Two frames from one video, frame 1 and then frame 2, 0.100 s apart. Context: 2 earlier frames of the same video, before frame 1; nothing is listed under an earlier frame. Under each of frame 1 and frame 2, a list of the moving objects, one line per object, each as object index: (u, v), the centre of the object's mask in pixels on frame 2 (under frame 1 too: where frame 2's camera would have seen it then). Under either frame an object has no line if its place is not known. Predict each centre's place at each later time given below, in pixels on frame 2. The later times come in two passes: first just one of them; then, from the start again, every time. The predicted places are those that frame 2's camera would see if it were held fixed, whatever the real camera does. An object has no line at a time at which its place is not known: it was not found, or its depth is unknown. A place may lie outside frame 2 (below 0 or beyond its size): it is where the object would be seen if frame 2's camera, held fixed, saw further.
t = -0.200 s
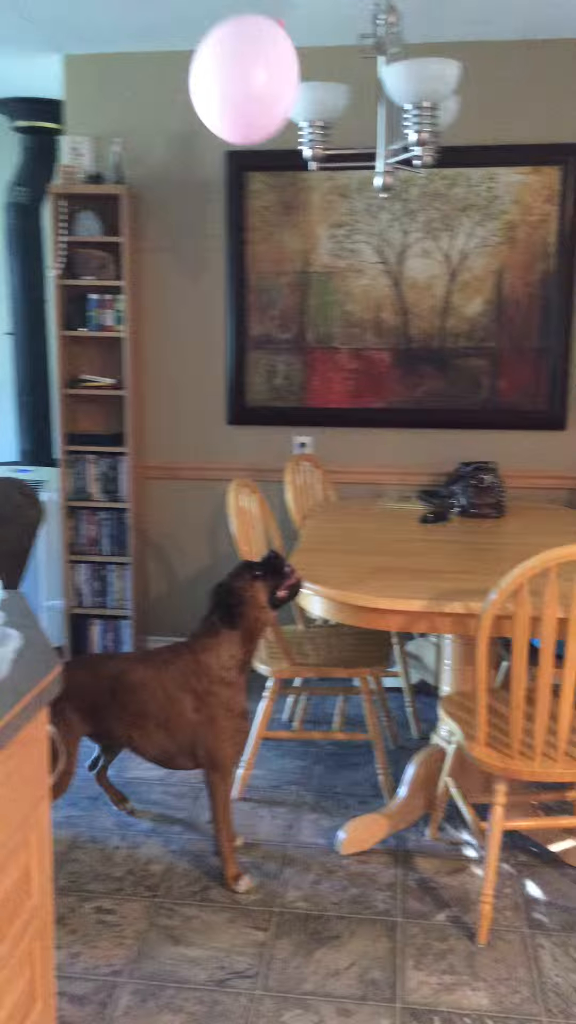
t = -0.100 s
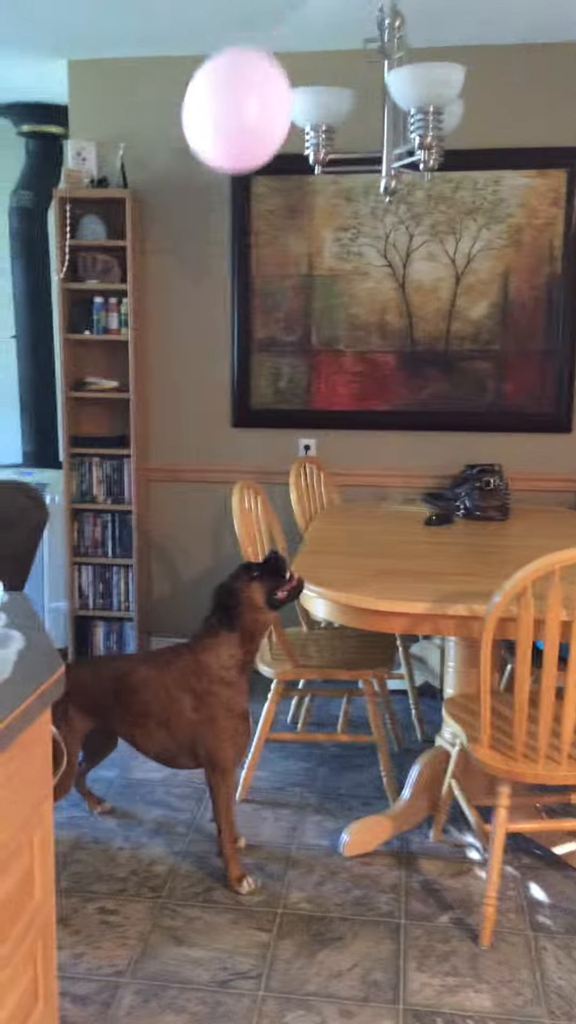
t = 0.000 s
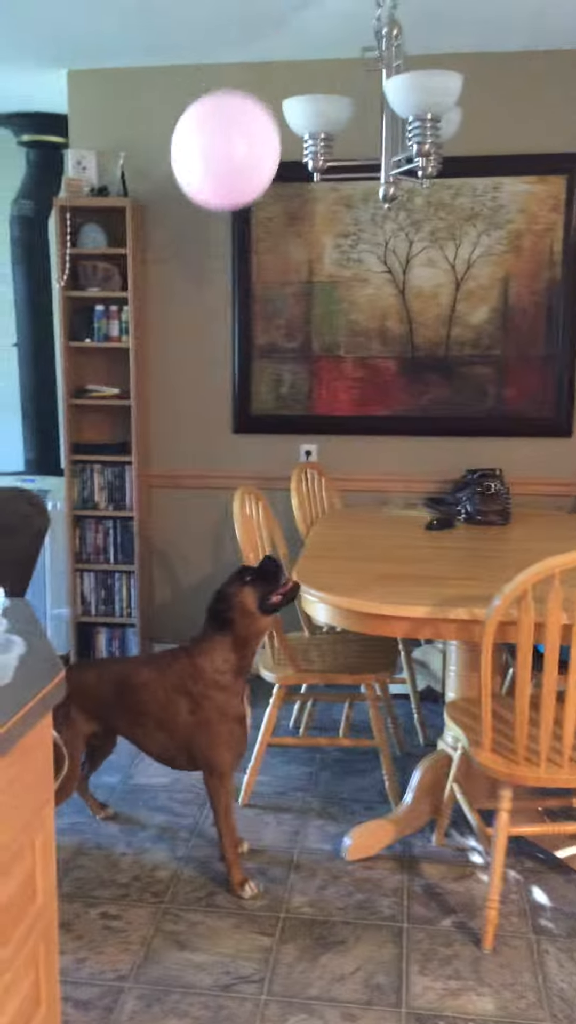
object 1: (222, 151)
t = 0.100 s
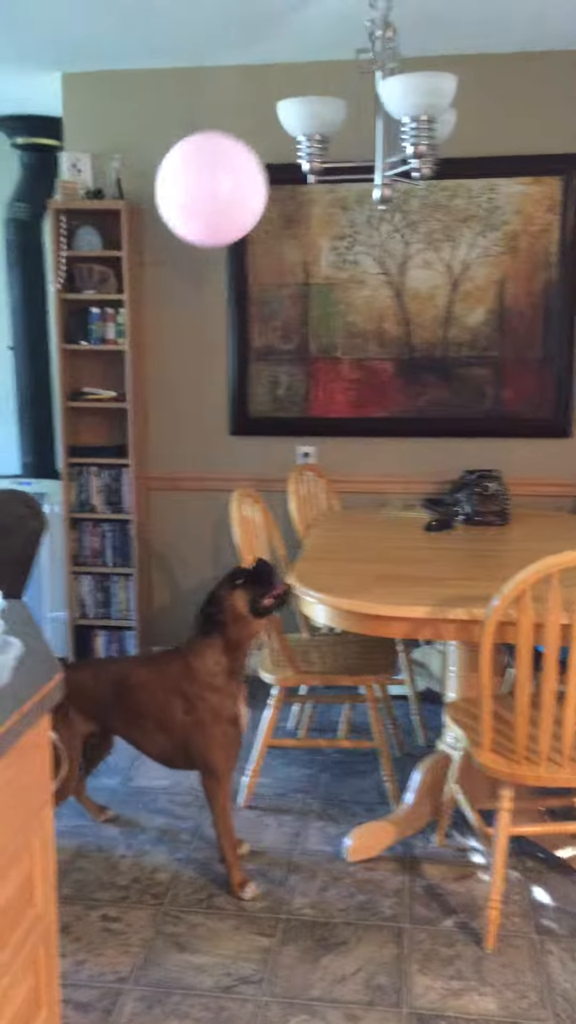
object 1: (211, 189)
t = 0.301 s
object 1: (201, 278)
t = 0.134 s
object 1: (209, 203)
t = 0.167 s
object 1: (207, 217)
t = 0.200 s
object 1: (205, 231)
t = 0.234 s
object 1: (203, 246)
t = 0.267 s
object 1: (202, 261)
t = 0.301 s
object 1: (201, 278)
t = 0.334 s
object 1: (200, 294)
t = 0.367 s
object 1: (199, 312)
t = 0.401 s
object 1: (199, 330)
